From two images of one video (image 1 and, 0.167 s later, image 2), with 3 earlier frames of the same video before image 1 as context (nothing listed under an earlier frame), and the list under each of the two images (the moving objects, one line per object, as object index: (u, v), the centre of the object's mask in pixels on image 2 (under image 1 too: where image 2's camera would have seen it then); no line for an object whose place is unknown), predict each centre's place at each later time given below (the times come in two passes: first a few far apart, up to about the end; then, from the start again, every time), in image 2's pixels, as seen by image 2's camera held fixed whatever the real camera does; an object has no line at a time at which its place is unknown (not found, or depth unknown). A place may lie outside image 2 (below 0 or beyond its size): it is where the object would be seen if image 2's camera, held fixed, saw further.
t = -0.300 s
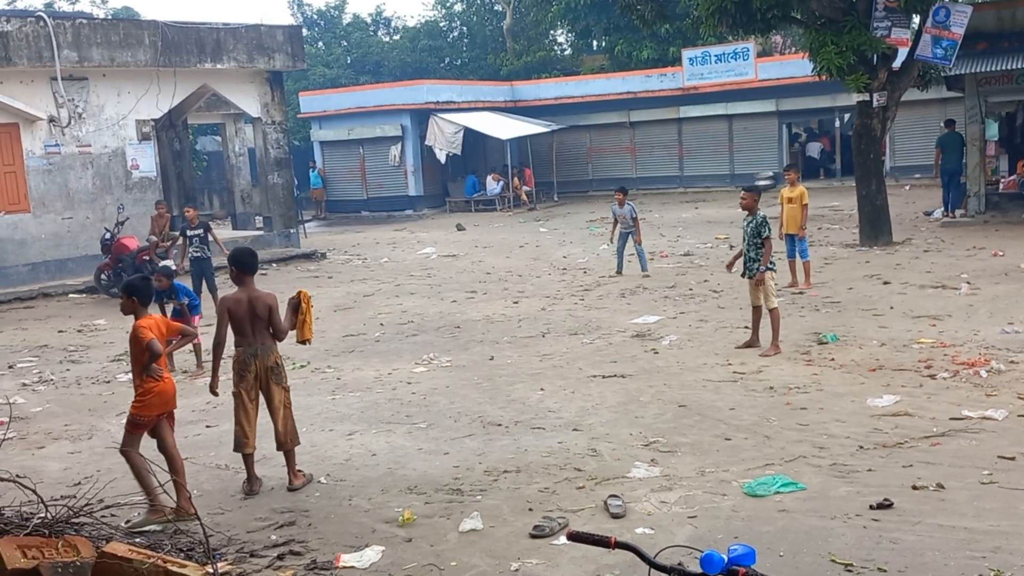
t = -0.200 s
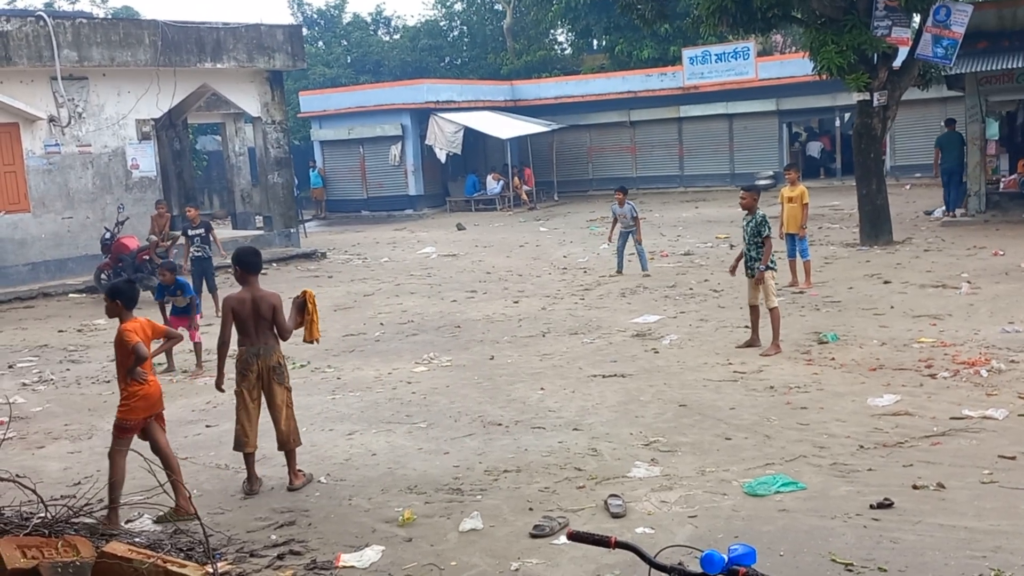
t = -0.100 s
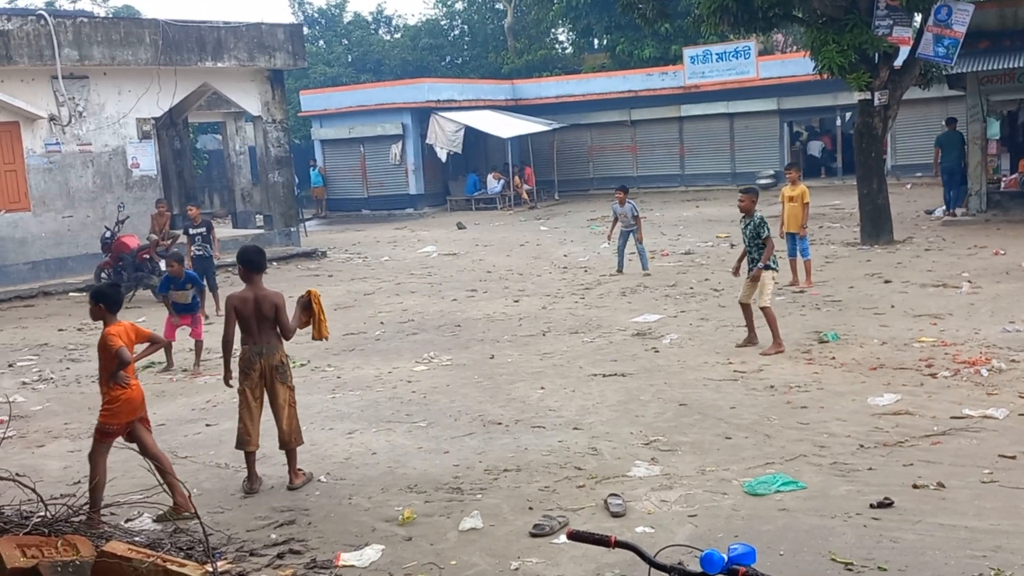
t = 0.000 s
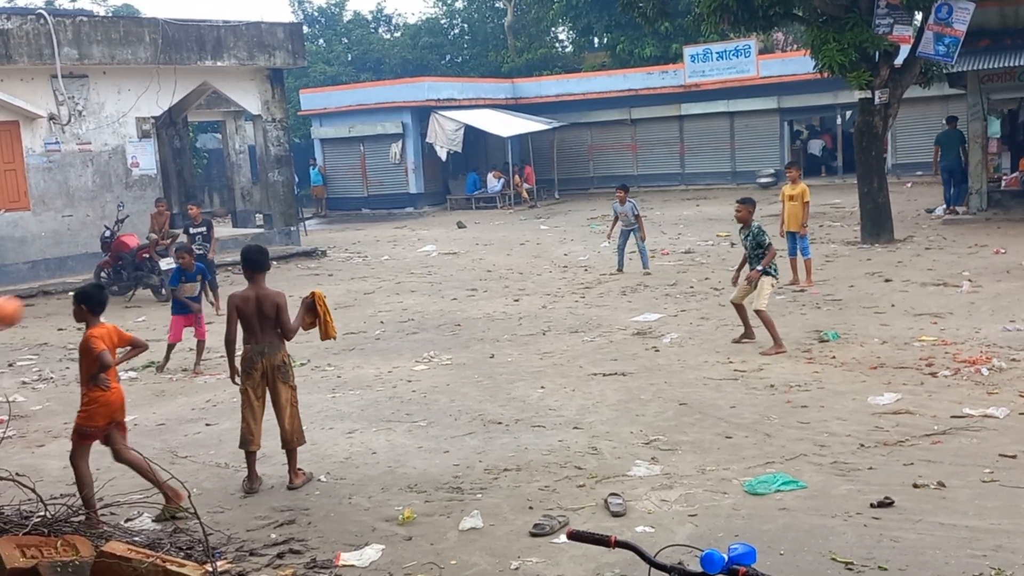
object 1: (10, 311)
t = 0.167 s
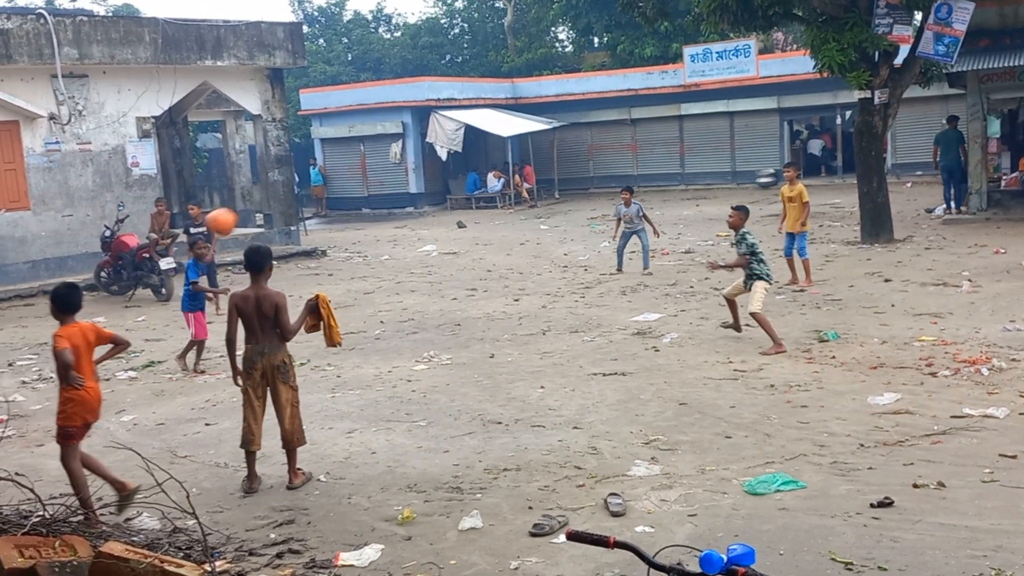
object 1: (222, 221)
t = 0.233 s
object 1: (294, 199)
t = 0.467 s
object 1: (503, 168)
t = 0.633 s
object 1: (621, 176)
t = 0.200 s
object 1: (259, 210)
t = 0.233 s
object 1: (294, 199)
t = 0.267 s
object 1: (327, 192)
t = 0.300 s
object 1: (360, 184)
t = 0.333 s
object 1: (391, 178)
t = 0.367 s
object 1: (421, 174)
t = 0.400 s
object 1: (449, 171)
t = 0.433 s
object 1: (476, 169)
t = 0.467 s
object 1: (503, 168)
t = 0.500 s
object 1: (528, 167)
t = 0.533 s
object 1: (552, 169)
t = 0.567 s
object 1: (576, 170)
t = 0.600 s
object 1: (599, 173)
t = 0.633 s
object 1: (621, 176)
